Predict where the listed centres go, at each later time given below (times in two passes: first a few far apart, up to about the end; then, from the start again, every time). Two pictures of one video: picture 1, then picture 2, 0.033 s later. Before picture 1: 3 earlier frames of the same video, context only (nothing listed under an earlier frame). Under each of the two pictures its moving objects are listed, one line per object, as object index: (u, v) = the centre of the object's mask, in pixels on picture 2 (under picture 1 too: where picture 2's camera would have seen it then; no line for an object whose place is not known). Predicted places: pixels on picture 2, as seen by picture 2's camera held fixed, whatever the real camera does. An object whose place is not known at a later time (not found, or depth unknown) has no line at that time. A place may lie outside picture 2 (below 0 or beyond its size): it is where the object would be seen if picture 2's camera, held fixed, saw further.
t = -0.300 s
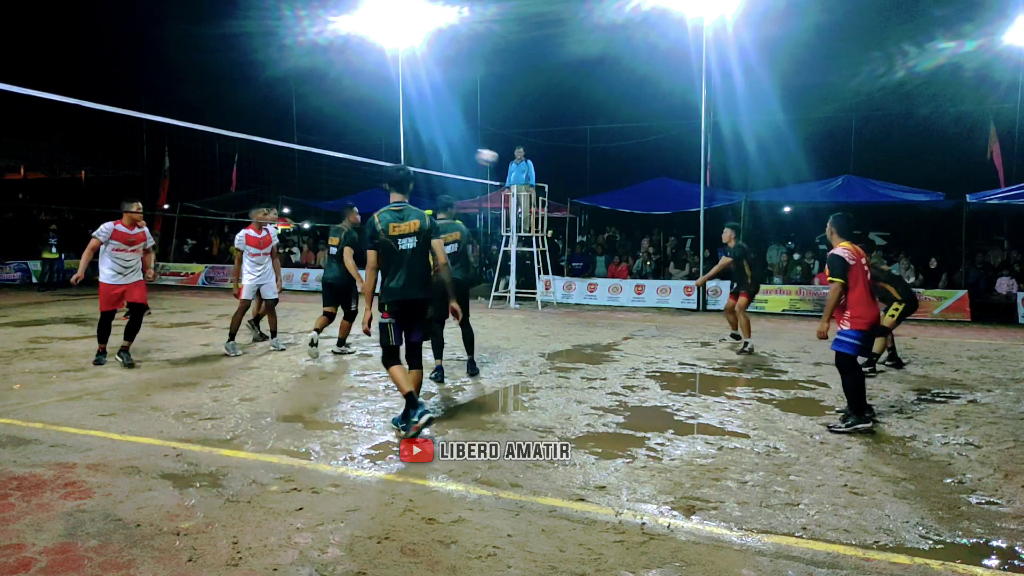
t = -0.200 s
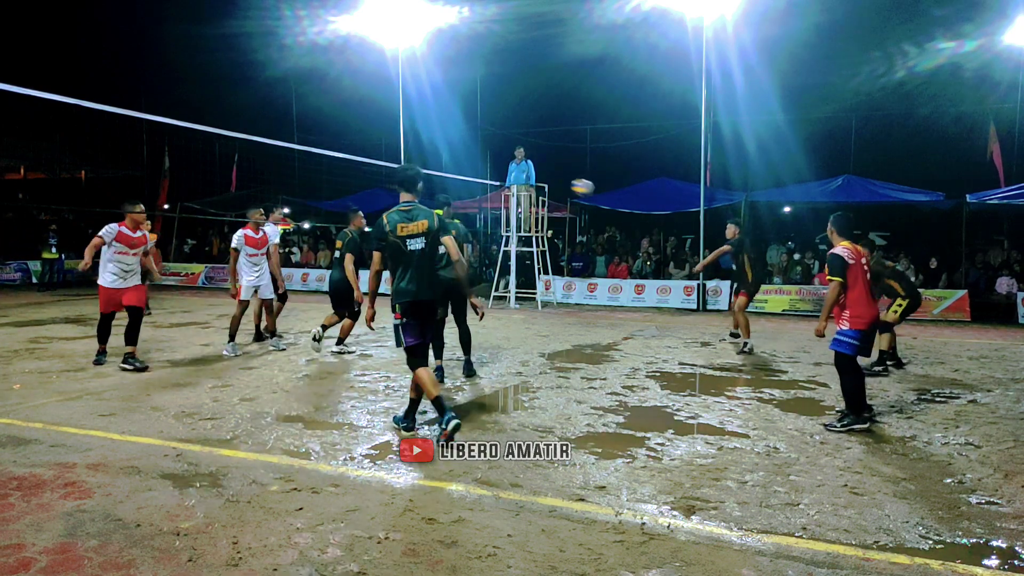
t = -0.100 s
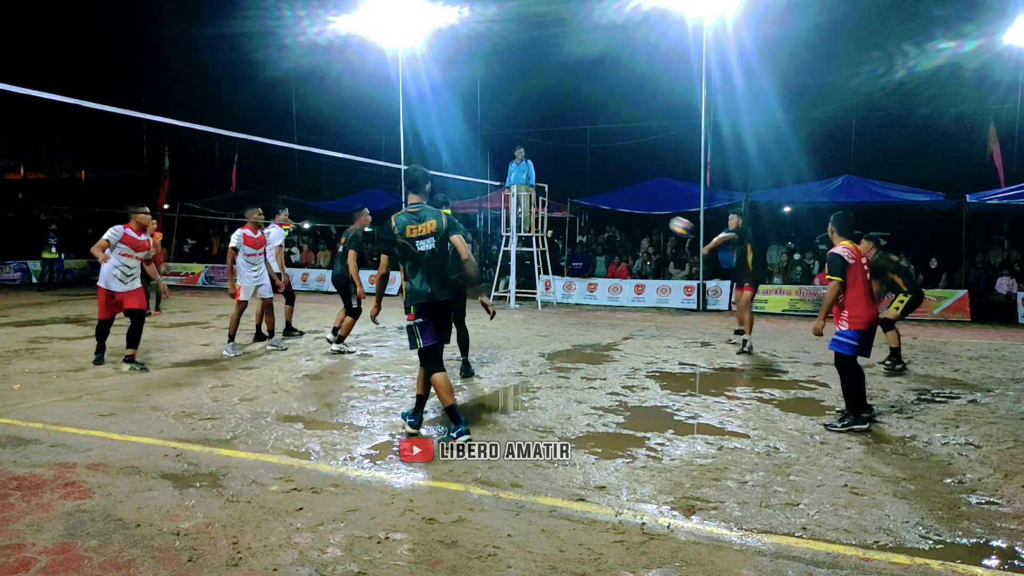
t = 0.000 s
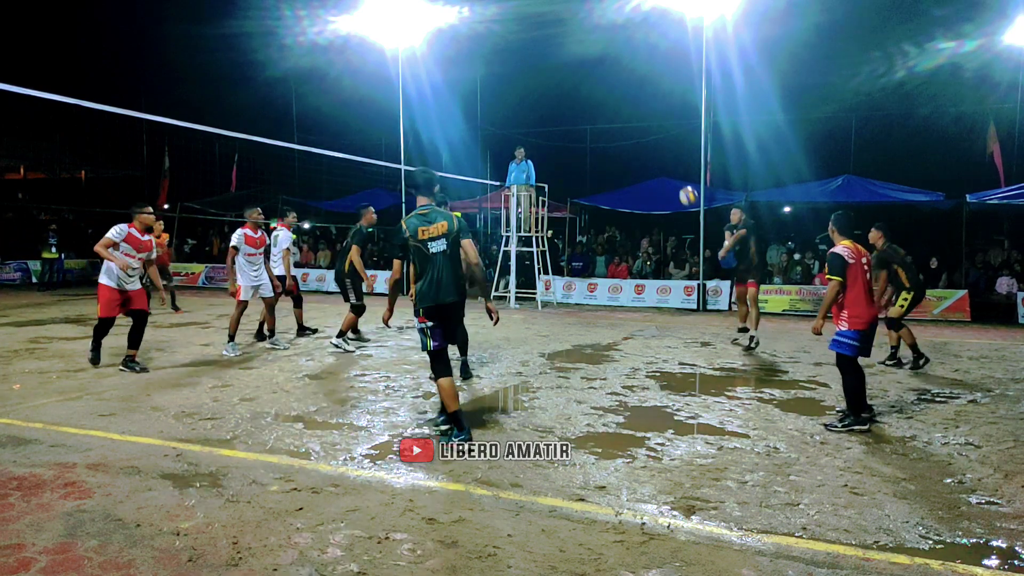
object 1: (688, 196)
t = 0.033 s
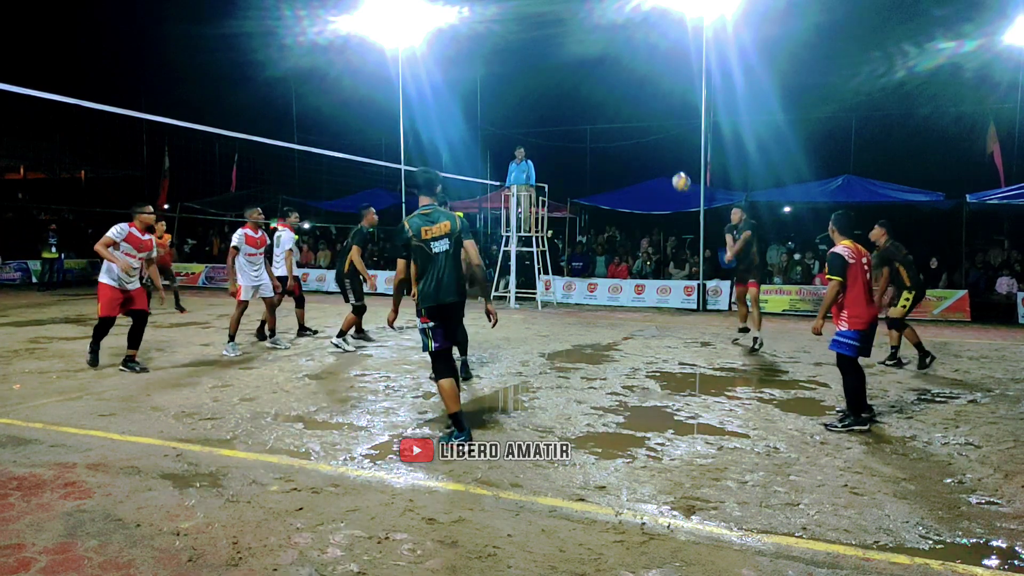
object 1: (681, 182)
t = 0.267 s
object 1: (632, 109)
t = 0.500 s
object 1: (584, 79)
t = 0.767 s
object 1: (529, 96)
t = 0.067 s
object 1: (674, 169)
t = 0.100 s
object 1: (666, 157)
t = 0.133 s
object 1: (659, 145)
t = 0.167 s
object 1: (652, 135)
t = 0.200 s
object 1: (642, 121)
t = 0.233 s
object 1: (638, 116)
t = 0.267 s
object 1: (632, 109)
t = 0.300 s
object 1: (624, 103)
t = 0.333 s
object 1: (617, 96)
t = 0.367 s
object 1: (610, 91)
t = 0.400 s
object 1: (604, 87)
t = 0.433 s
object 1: (597, 83)
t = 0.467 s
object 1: (591, 81)
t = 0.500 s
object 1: (584, 79)
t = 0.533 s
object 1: (577, 78)
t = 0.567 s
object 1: (570, 77)
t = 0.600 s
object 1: (564, 78)
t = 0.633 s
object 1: (557, 80)
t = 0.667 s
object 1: (551, 82)
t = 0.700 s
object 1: (545, 85)
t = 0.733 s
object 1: (535, 91)
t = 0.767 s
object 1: (529, 96)
